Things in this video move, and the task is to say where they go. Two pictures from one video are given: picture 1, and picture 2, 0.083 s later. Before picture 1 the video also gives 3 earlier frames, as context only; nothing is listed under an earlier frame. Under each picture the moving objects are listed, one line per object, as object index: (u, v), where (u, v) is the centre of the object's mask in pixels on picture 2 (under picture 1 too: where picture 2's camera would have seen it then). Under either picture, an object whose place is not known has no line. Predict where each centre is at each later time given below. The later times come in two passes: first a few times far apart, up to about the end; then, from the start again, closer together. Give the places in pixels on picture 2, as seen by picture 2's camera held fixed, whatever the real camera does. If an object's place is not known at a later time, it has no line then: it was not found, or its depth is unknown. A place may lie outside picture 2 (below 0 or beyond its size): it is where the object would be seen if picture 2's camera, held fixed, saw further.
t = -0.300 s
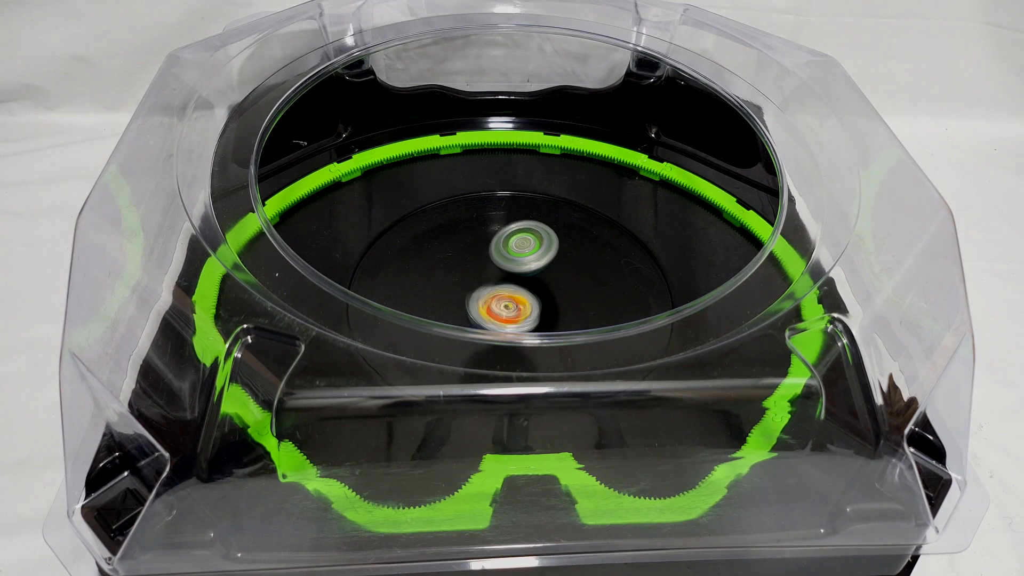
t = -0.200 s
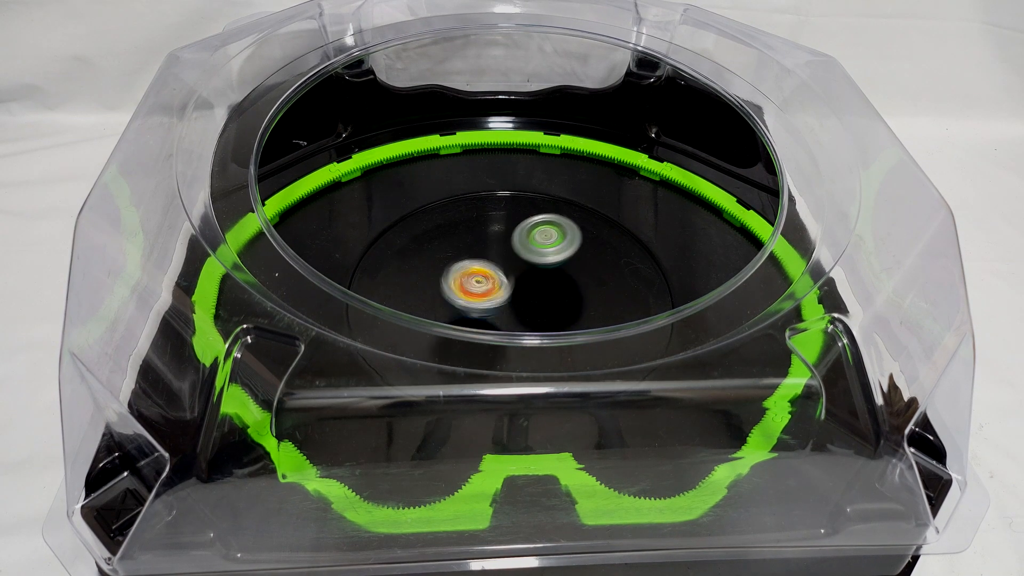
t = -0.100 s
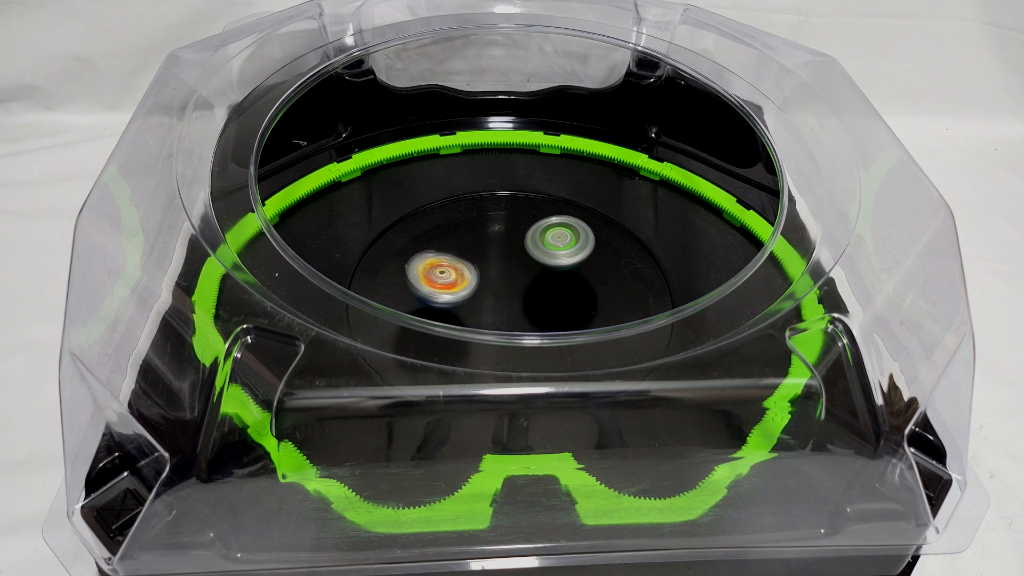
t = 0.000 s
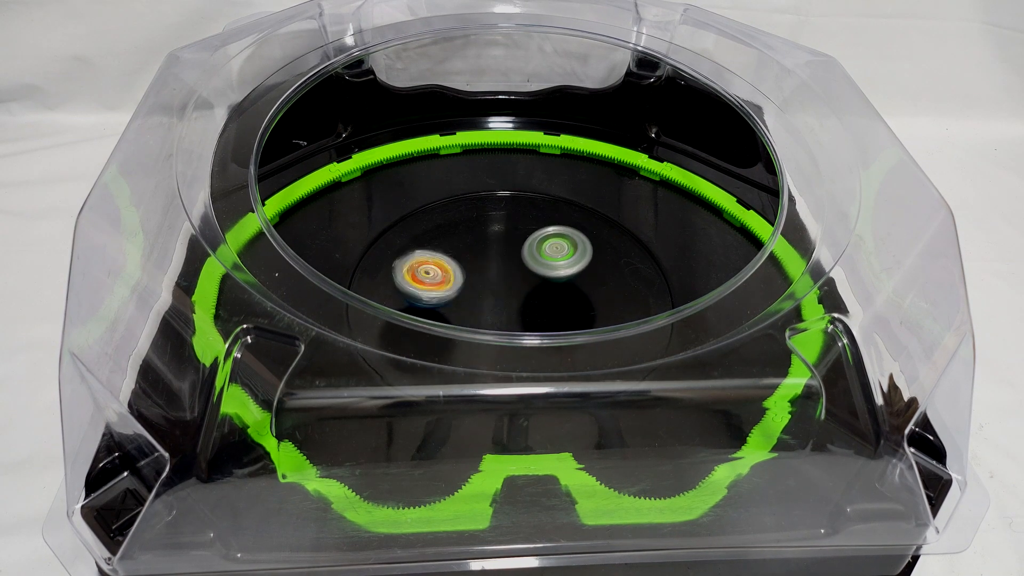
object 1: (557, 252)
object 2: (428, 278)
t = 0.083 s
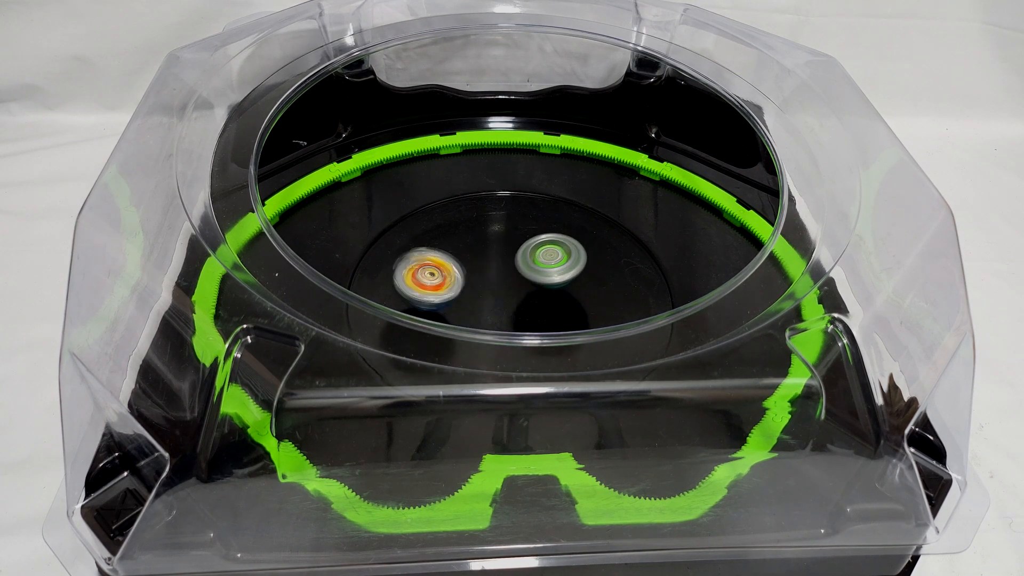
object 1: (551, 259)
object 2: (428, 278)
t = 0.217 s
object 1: (546, 265)
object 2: (452, 278)
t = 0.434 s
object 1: (599, 277)
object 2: (451, 260)
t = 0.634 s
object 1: (564, 273)
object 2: (457, 258)
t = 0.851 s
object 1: (622, 283)
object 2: (417, 247)
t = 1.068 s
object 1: (596, 285)
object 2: (376, 244)
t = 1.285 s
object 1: (557, 277)
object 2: (448, 272)
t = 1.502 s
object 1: (684, 279)
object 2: (390, 251)
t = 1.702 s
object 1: (686, 281)
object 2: (407, 264)
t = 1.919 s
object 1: (662, 281)
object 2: (490, 293)
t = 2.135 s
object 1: (601, 269)
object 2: (573, 319)
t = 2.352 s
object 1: (560, 275)
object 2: (573, 344)
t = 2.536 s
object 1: (531, 273)
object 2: (556, 346)
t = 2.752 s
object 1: (507, 269)
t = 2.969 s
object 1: (482, 267)
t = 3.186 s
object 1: (485, 267)
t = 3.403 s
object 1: (496, 270)
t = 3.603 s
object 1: (504, 274)
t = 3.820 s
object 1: (509, 278)
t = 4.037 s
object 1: (512, 281)
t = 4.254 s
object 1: (507, 285)
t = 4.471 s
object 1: (503, 283)
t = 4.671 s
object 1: (502, 278)
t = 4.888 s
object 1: (505, 273)
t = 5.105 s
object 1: (507, 271)
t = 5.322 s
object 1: (509, 271)
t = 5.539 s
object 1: (511, 275)
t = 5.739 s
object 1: (508, 279)
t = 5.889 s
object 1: (509, 279)
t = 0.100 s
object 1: (550, 260)
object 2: (429, 278)
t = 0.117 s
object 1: (549, 261)
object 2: (432, 279)
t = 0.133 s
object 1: (549, 262)
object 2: (434, 278)
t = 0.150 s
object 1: (548, 262)
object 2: (436, 280)
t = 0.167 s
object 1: (547, 263)
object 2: (439, 279)
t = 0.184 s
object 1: (547, 263)
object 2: (443, 279)
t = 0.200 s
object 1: (546, 264)
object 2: (449, 278)
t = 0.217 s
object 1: (546, 265)
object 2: (452, 278)
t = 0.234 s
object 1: (546, 266)
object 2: (457, 279)
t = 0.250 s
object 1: (546, 266)
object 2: (461, 277)
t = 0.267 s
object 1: (545, 267)
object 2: (466, 277)
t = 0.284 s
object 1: (545, 267)
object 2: (472, 275)
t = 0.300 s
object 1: (554, 267)
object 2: (470, 273)
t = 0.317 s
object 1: (564, 267)
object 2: (466, 271)
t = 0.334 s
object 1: (573, 268)
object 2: (463, 269)
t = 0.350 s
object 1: (581, 269)
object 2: (461, 267)
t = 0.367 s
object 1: (588, 271)
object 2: (458, 265)
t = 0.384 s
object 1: (593, 272)
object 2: (456, 264)
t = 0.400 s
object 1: (596, 274)
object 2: (453, 262)
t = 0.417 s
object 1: (598, 276)
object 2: (453, 261)
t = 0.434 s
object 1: (599, 277)
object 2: (451, 260)
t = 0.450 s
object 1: (598, 279)
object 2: (450, 259)
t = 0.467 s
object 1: (597, 280)
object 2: (449, 259)
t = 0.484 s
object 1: (594, 280)
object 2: (449, 258)
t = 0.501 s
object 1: (592, 280)
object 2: (448, 258)
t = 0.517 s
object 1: (588, 280)
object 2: (448, 257)
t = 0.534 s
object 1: (585, 279)
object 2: (449, 257)
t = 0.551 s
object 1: (582, 278)
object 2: (448, 257)
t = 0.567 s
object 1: (578, 277)
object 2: (449, 256)
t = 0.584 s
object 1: (574, 276)
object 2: (450, 257)
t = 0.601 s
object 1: (571, 275)
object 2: (452, 257)
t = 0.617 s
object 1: (567, 274)
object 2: (453, 258)
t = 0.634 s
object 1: (564, 273)
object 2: (457, 258)
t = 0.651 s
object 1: (561, 272)
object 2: (457, 259)
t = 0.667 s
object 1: (558, 271)
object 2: (462, 260)
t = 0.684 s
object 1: (554, 270)
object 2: (464, 261)
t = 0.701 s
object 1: (552, 270)
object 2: (468, 262)
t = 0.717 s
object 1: (549, 269)
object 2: (471, 261)
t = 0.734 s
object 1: (551, 269)
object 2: (472, 261)
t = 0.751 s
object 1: (564, 271)
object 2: (460, 259)
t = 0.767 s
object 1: (579, 273)
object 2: (450, 255)
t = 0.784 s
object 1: (591, 275)
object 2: (440, 253)
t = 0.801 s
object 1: (601, 277)
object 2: (434, 251)
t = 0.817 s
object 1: (611, 280)
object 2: (427, 249)
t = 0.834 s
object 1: (617, 281)
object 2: (422, 248)
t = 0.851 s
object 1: (622, 283)
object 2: (417, 247)
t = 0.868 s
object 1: (626, 285)
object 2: (411, 245)
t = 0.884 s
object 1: (627, 287)
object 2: (406, 243)
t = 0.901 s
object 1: (628, 288)
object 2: (399, 242)
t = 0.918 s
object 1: (627, 289)
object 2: (394, 241)
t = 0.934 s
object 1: (625, 290)
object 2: (389, 240)
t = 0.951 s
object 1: (622, 290)
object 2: (386, 240)
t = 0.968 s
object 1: (619, 290)
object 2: (381, 240)
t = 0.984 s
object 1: (615, 289)
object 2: (379, 240)
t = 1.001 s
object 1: (612, 289)
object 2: (376, 240)
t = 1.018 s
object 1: (608, 288)
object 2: (376, 241)
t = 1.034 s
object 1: (604, 287)
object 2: (375, 241)
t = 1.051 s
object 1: (600, 286)
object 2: (377, 243)
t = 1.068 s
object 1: (596, 285)
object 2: (376, 244)
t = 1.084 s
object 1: (592, 283)
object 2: (380, 246)
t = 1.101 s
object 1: (588, 282)
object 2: (381, 247)
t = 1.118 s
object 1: (584, 281)
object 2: (384, 248)
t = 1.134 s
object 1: (581, 280)
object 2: (387, 252)
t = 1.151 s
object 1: (577, 279)
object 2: (392, 253)
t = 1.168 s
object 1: (574, 278)
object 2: (398, 257)
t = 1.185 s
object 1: (571, 278)
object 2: (403, 259)
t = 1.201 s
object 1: (568, 278)
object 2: (411, 262)
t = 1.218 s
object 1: (565, 277)
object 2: (415, 263)
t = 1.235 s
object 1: (563, 277)
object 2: (424, 265)
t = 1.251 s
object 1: (561, 277)
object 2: (430, 267)
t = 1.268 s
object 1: (558, 277)
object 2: (440, 269)
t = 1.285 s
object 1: (557, 277)
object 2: (448, 272)
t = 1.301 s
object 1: (555, 277)
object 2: (456, 272)
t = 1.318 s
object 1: (554, 277)
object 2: (464, 275)
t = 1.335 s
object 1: (553, 278)
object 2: (471, 275)
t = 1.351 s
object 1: (558, 278)
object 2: (472, 276)
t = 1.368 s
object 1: (579, 282)
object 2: (458, 273)
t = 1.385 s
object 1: (603, 283)
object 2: (443, 268)
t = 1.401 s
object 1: (624, 285)
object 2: (431, 263)
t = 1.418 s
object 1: (644, 286)
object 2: (420, 260)
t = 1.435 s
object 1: (658, 285)
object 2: (410, 257)
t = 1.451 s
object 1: (671, 285)
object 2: (403, 255)
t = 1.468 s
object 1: (678, 282)
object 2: (397, 254)
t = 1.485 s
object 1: (682, 279)
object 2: (391, 252)
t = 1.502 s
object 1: (684, 279)
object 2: (390, 251)
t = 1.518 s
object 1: (684, 281)
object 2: (388, 252)
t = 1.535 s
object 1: (684, 283)
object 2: (387, 251)
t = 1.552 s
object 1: (685, 281)
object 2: (389, 250)
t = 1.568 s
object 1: (685, 281)
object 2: (392, 249)
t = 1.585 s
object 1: (685, 282)
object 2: (395, 249)
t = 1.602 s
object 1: (686, 281)
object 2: (397, 252)
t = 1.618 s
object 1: (686, 282)
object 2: (399, 254)
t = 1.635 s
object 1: (687, 281)
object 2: (401, 255)
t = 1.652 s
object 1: (686, 281)
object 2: (403, 259)
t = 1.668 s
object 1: (686, 281)
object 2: (404, 262)
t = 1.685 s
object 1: (686, 281)
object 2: (405, 262)
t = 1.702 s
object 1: (686, 281)
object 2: (407, 264)
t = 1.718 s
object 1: (685, 281)
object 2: (410, 267)
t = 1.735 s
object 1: (685, 281)
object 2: (413, 268)
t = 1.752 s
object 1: (684, 281)
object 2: (417, 270)
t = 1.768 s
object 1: (684, 281)
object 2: (421, 272)
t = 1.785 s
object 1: (683, 281)
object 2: (429, 270)
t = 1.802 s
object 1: (682, 281)
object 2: (436, 272)
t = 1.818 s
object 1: (681, 281)
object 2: (443, 276)
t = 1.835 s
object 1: (679, 281)
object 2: (450, 280)
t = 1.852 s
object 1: (678, 281)
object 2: (458, 284)
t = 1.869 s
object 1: (676, 281)
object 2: (465, 287)
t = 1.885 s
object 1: (672, 281)
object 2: (473, 288)
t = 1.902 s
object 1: (667, 282)
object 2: (482, 290)
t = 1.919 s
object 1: (662, 281)
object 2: (490, 293)
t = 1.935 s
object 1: (657, 280)
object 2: (498, 297)
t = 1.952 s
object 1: (651, 278)
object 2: (505, 298)
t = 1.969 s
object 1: (646, 277)
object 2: (514, 299)
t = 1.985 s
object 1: (640, 275)
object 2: (522, 302)
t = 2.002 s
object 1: (635, 274)
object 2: (528, 304)
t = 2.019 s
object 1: (630, 274)
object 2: (534, 305)
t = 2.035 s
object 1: (625, 273)
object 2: (542, 305)
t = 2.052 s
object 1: (621, 272)
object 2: (550, 306)
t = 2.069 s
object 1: (616, 271)
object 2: (556, 308)
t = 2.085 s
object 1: (612, 272)
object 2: (561, 310)
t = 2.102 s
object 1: (608, 271)
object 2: (565, 311)
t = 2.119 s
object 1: (605, 270)
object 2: (569, 310)
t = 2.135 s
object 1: (601, 269)
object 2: (573, 319)
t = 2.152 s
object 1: (598, 269)
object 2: (578, 321)
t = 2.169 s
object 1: (594, 268)
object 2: (581, 322)
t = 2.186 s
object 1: (591, 269)
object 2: (582, 325)
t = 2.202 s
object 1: (588, 269)
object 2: (581, 329)
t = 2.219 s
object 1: (584, 270)
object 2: (582, 329)
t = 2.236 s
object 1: (581, 271)
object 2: (584, 330)
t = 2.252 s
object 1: (578, 272)
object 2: (584, 331)
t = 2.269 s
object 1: (575, 273)
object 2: (582, 331)
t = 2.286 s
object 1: (571, 274)
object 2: (582, 344)
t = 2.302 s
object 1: (568, 275)
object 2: (580, 344)
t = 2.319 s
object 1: (566, 274)
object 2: (579, 344)
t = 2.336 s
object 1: (563, 275)
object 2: (575, 344)
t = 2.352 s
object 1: (560, 275)
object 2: (573, 344)
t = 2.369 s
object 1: (558, 276)
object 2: (571, 345)
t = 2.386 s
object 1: (555, 277)
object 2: (568, 345)
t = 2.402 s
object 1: (554, 277)
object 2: (566, 345)
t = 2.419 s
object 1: (551, 278)
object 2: (563, 346)
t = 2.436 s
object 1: (549, 279)
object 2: (562, 346)
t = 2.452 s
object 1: (547, 279)
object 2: (560, 345)
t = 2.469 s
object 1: (544, 280)
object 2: (560, 345)
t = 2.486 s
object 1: (540, 278)
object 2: (558, 345)
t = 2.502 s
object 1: (536, 276)
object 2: (558, 346)
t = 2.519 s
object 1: (533, 274)
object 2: (557, 346)
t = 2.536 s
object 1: (531, 273)
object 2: (556, 346)
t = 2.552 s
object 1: (529, 271)
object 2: (556, 345)
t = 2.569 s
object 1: (527, 270)
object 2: (555, 345)
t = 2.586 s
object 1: (526, 269)
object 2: (555, 345)
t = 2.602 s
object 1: (525, 269)
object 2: (555, 345)
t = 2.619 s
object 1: (523, 268)
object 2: (555, 345)
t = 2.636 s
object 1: (523, 268)
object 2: (555, 345)
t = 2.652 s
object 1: (521, 268)
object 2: (555, 345)
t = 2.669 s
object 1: (520, 269)
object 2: (555, 345)
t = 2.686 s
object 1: (518, 269)
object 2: (555, 345)
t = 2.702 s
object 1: (516, 270)
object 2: (555, 345)
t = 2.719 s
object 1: (513, 270)
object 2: (555, 345)
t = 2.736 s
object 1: (511, 270)
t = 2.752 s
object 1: (507, 269)
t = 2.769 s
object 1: (504, 269)
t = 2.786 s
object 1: (501, 268)
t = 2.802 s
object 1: (498, 268)
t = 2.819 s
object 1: (494, 267)
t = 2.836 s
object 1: (492, 267)
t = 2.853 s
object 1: (489, 267)
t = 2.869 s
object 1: (487, 267)
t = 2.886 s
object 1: (486, 267)
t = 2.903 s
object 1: (485, 267)
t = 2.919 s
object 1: (484, 267)
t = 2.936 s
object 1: (483, 267)
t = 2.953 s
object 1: (482, 267)
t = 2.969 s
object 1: (482, 267)
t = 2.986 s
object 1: (481, 267)
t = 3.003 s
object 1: (481, 267)
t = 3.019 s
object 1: (481, 267)
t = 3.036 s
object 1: (481, 267)
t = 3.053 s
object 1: (481, 267)
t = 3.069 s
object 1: (481, 267)
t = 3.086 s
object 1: (482, 267)
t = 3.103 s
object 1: (482, 267)
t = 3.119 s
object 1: (483, 267)
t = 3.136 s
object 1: (483, 267)
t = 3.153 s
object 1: (484, 267)
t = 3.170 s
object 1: (485, 267)
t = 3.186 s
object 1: (485, 267)
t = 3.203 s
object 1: (486, 267)
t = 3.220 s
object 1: (487, 268)
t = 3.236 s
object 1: (488, 267)
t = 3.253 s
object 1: (488, 268)
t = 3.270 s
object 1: (489, 268)
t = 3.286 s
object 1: (490, 268)
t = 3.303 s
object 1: (491, 268)
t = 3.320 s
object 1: (492, 268)
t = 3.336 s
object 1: (492, 269)
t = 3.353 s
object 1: (493, 269)
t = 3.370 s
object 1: (494, 269)
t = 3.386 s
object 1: (495, 270)
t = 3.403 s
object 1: (496, 270)
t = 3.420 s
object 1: (497, 270)
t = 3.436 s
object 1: (497, 271)
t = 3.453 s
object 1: (498, 271)
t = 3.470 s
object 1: (499, 271)
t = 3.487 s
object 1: (500, 272)
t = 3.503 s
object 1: (500, 272)
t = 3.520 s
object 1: (501, 273)
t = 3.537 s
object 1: (502, 273)
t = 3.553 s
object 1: (502, 273)
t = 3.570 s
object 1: (503, 274)
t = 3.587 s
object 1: (503, 274)
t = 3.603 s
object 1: (504, 274)
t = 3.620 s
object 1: (504, 275)
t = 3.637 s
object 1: (505, 275)
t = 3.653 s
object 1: (505, 276)
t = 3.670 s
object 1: (506, 276)
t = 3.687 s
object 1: (506, 276)
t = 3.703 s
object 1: (507, 277)
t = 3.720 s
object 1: (507, 277)
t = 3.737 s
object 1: (507, 277)
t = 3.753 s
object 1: (508, 278)
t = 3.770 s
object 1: (508, 278)
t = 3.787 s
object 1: (508, 278)
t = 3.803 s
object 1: (509, 278)
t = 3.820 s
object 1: (509, 278)
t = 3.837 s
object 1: (510, 278)
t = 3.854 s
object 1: (510, 278)
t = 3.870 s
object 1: (511, 278)
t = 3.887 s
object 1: (511, 279)
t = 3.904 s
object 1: (511, 279)
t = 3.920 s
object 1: (512, 279)
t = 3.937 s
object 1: (512, 279)
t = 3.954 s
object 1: (512, 280)
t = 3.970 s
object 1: (512, 280)
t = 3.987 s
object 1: (512, 280)
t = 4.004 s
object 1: (512, 281)
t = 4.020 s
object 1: (512, 281)
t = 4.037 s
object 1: (512, 281)
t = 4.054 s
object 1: (512, 282)
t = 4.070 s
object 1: (512, 282)
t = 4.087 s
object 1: (512, 283)
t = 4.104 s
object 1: (511, 283)
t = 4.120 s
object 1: (511, 284)
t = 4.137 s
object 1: (511, 284)
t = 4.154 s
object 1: (510, 284)
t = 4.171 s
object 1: (510, 284)
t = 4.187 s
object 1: (509, 285)
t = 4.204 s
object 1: (509, 285)
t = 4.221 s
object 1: (508, 285)
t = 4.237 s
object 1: (508, 285)
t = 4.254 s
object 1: (507, 285)
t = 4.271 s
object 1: (507, 285)
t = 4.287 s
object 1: (507, 285)
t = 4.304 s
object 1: (506, 285)
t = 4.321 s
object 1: (506, 285)
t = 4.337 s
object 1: (505, 284)
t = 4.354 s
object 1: (505, 284)
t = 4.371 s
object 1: (505, 284)
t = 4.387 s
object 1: (505, 284)
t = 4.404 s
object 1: (504, 284)
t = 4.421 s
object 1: (504, 284)
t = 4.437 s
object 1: (504, 284)
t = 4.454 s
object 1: (503, 284)
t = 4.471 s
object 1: (503, 283)
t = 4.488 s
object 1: (502, 283)
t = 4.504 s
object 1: (502, 283)
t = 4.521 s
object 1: (502, 282)
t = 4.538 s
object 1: (502, 282)
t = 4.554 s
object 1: (501, 282)
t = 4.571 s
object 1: (501, 281)
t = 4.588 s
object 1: (501, 281)
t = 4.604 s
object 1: (501, 280)
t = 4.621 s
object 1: (502, 280)
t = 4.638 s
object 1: (502, 279)
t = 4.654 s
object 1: (502, 279)
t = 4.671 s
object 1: (502, 278)
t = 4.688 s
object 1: (503, 278)
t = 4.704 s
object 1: (503, 277)
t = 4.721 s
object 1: (503, 277)
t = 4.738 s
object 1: (504, 277)
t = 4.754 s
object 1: (504, 276)
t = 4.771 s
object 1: (504, 276)
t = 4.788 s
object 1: (504, 275)
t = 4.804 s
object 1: (505, 275)
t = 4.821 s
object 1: (505, 275)
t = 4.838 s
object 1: (505, 274)
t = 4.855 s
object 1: (505, 274)
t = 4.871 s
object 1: (505, 274)
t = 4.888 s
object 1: (505, 273)
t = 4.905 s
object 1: (506, 273)
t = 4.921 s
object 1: (506, 273)
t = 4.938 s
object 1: (506, 273)
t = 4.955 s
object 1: (506, 272)
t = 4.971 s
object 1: (506, 272)
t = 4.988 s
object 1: (506, 272)
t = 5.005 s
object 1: (506, 272)
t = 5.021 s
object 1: (506, 272)
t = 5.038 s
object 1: (507, 272)
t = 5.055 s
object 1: (507, 272)
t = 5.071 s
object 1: (507, 271)
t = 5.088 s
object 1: (507, 271)
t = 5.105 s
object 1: (507, 271)
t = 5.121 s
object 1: (507, 271)
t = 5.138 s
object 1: (507, 271)
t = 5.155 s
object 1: (507, 271)
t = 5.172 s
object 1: (508, 271)
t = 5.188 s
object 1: (508, 271)
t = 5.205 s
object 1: (508, 271)
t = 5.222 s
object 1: (508, 271)
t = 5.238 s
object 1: (508, 271)
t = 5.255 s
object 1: (508, 271)
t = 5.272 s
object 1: (509, 271)
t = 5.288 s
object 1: (509, 271)
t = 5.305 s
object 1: (509, 271)
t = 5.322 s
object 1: (509, 271)
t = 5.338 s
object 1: (509, 271)
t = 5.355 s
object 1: (510, 271)
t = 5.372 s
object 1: (510, 272)
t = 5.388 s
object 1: (510, 272)
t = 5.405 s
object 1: (510, 272)
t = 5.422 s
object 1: (511, 273)
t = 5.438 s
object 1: (511, 273)
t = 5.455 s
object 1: (511, 273)
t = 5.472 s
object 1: (511, 274)
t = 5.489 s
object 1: (511, 274)
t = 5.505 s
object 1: (511, 275)
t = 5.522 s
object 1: (511, 275)
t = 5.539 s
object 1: (511, 275)
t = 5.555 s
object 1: (510, 276)
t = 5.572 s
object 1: (510, 276)
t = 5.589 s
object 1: (510, 276)
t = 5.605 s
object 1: (510, 277)
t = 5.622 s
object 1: (509, 277)
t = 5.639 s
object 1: (509, 277)
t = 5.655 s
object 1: (509, 278)
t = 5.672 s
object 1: (509, 278)
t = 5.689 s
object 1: (509, 278)
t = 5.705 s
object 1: (508, 278)
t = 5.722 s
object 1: (508, 278)
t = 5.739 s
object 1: (508, 279)
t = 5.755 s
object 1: (508, 279)
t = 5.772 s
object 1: (508, 279)
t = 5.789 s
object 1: (508, 279)
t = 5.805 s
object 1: (508, 279)
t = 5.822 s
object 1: (508, 279)
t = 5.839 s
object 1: (508, 279)
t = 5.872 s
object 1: (509, 279)
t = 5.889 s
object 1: (509, 279)
